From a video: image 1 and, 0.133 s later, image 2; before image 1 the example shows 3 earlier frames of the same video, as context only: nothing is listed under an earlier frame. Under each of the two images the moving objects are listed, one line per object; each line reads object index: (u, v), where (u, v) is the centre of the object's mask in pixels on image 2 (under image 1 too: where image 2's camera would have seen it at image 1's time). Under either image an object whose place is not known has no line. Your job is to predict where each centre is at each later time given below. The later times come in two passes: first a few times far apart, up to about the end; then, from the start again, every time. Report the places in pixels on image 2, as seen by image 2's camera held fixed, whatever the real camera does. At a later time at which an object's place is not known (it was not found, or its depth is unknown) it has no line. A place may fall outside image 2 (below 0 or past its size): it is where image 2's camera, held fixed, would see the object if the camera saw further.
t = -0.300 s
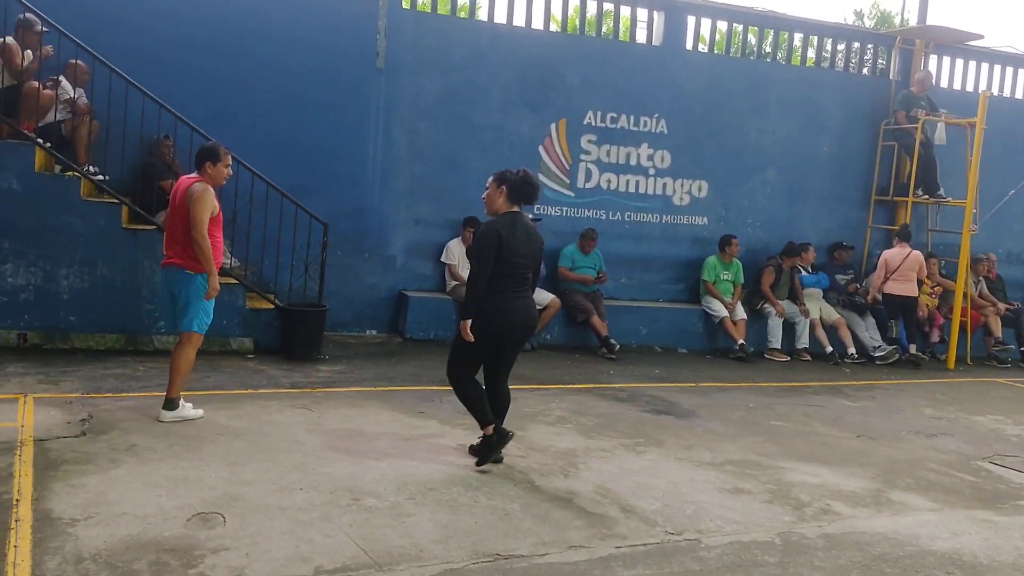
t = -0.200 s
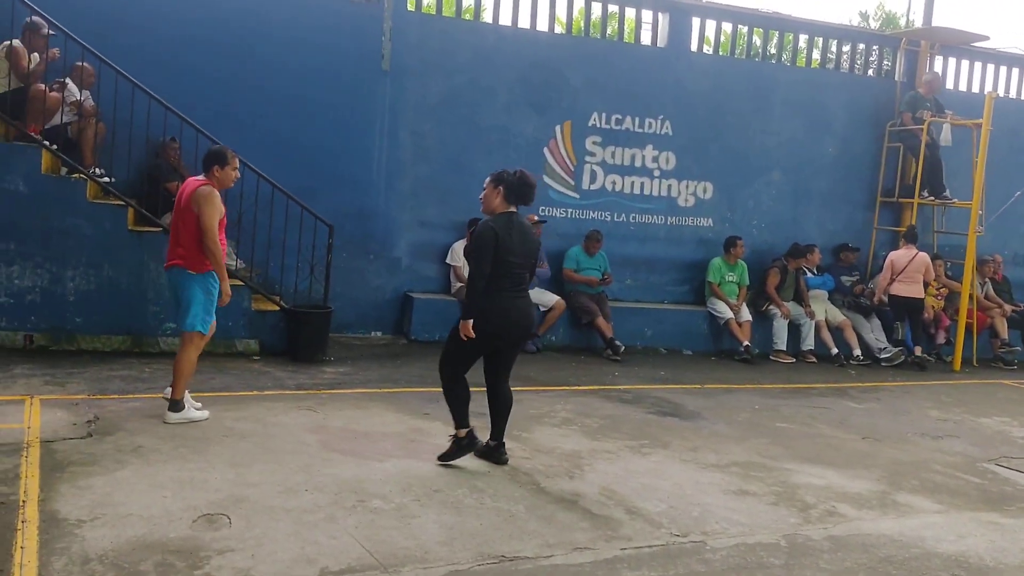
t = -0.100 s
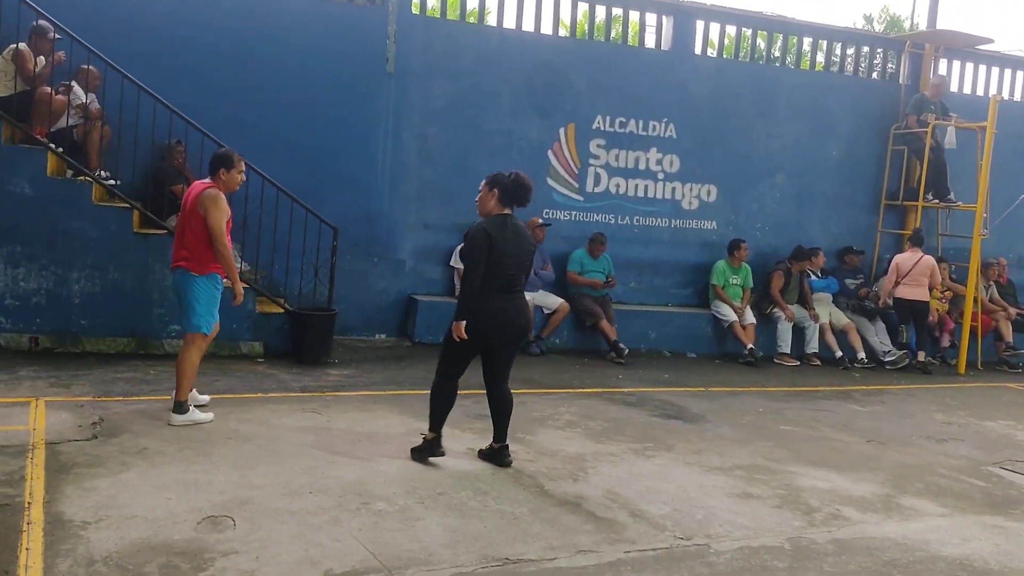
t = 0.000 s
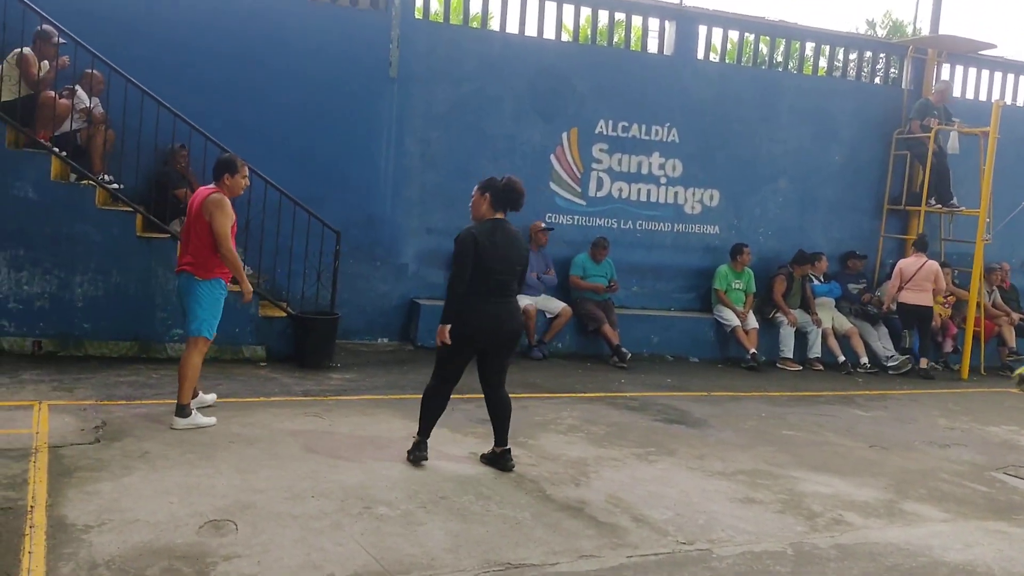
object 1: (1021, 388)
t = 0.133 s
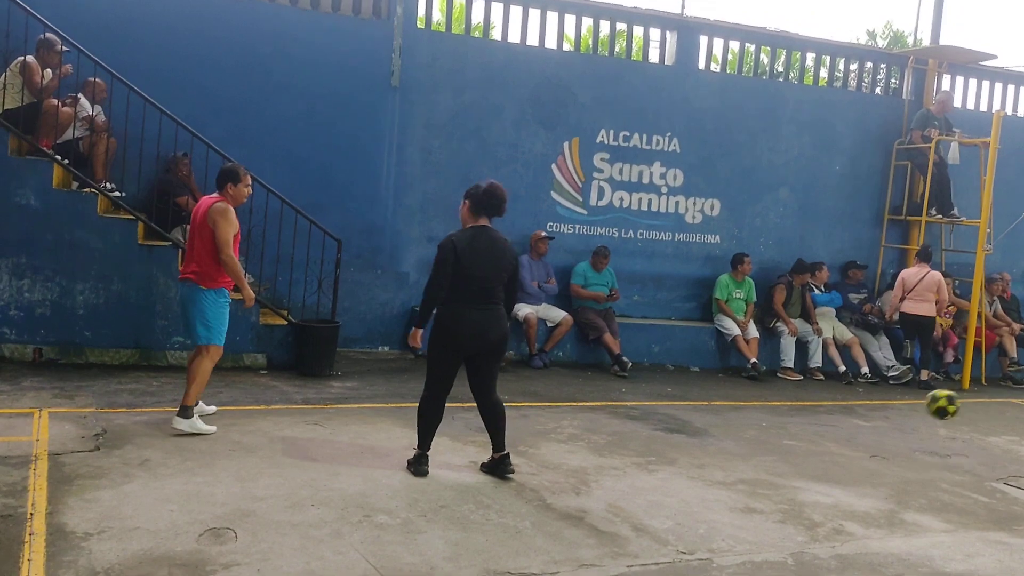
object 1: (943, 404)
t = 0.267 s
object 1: (853, 431)
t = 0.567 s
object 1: (670, 374)
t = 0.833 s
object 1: (507, 388)
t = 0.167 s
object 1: (919, 412)
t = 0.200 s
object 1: (896, 421)
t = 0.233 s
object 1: (875, 431)
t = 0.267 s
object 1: (853, 431)
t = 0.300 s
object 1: (833, 418)
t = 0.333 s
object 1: (812, 408)
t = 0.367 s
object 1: (793, 398)
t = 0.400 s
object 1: (772, 390)
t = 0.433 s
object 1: (752, 384)
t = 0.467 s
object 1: (731, 379)
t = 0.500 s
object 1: (710, 377)
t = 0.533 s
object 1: (689, 375)
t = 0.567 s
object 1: (670, 374)
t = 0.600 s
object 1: (648, 375)
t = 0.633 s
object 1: (628, 379)
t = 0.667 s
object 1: (607, 383)
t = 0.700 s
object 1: (586, 389)
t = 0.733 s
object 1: (566, 397)
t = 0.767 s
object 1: (545, 406)
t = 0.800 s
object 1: (525, 399)
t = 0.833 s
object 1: (507, 388)
